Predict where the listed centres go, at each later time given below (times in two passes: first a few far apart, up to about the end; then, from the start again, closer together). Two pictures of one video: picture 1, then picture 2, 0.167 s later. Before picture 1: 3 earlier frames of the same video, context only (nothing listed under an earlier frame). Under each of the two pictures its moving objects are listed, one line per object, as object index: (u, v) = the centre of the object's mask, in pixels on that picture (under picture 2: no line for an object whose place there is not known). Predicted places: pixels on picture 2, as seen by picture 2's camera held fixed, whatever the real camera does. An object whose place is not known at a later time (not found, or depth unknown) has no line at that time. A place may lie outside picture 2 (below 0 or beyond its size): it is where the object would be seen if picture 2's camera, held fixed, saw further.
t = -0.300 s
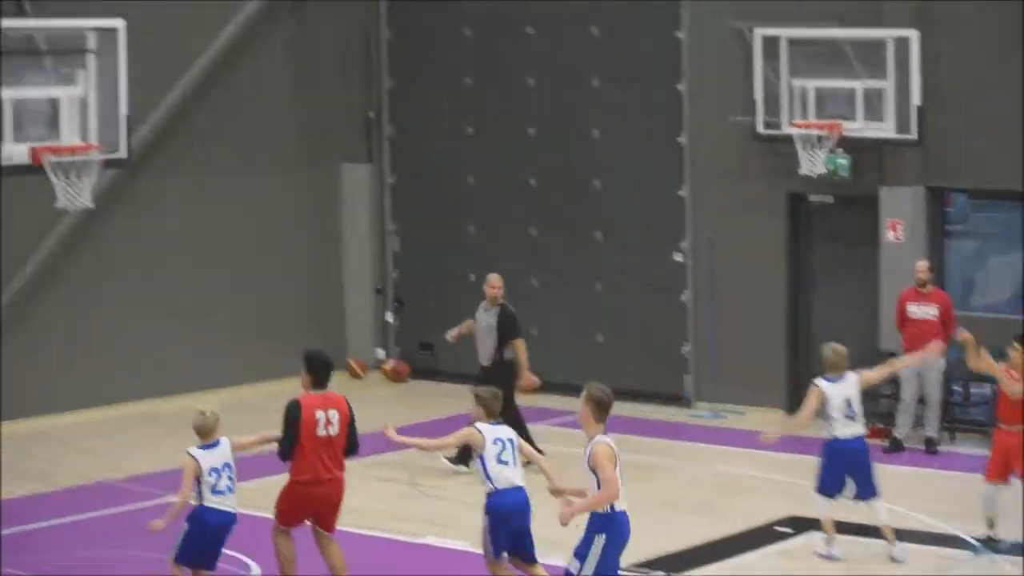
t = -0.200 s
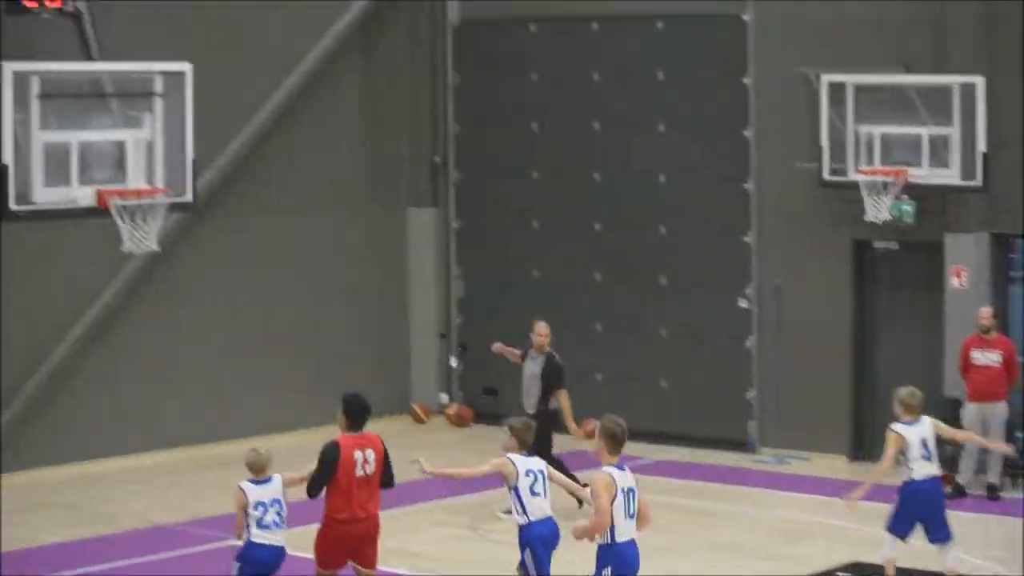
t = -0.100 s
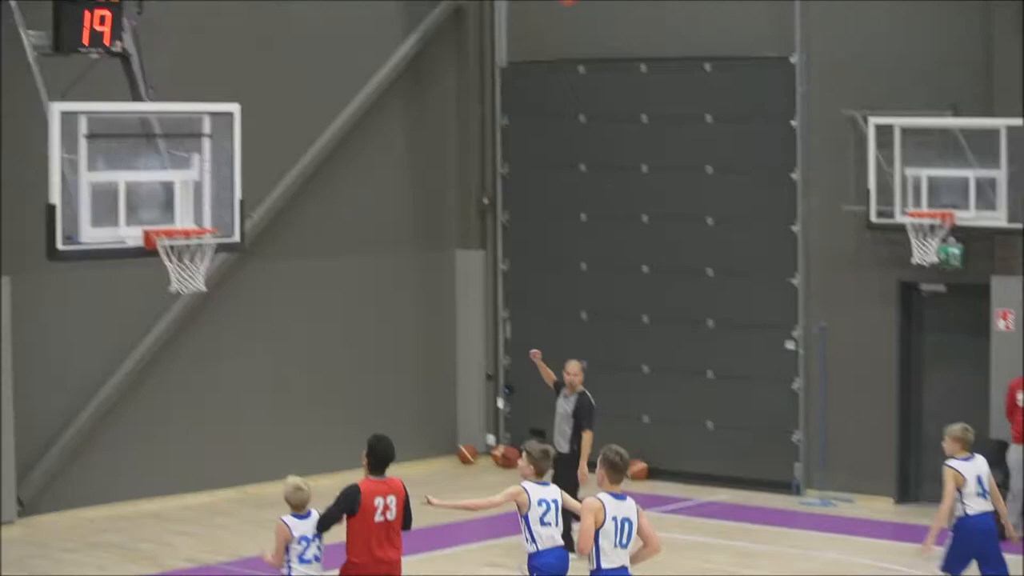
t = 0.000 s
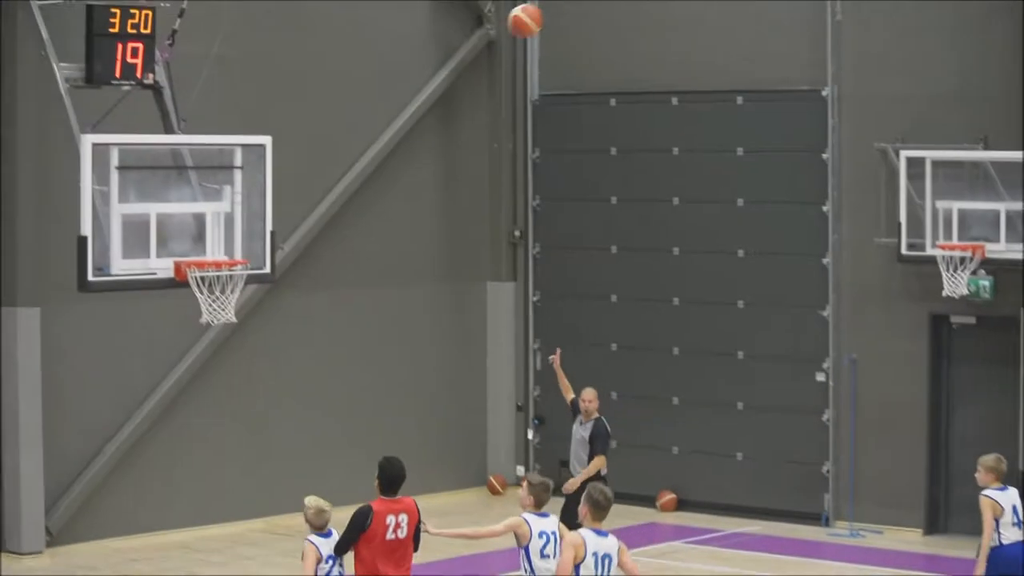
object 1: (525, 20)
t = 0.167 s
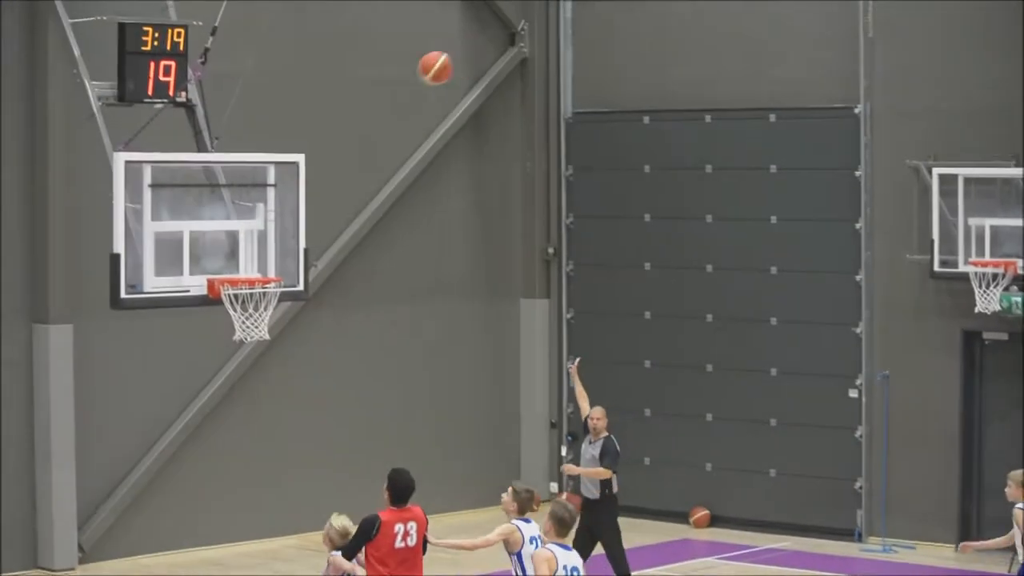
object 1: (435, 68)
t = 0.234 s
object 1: (388, 89)
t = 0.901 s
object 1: (149, 311)
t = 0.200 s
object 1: (412, 77)
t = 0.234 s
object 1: (388, 89)
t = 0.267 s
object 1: (363, 103)
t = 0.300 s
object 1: (340, 118)
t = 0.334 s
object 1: (315, 134)
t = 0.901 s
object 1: (149, 311)
